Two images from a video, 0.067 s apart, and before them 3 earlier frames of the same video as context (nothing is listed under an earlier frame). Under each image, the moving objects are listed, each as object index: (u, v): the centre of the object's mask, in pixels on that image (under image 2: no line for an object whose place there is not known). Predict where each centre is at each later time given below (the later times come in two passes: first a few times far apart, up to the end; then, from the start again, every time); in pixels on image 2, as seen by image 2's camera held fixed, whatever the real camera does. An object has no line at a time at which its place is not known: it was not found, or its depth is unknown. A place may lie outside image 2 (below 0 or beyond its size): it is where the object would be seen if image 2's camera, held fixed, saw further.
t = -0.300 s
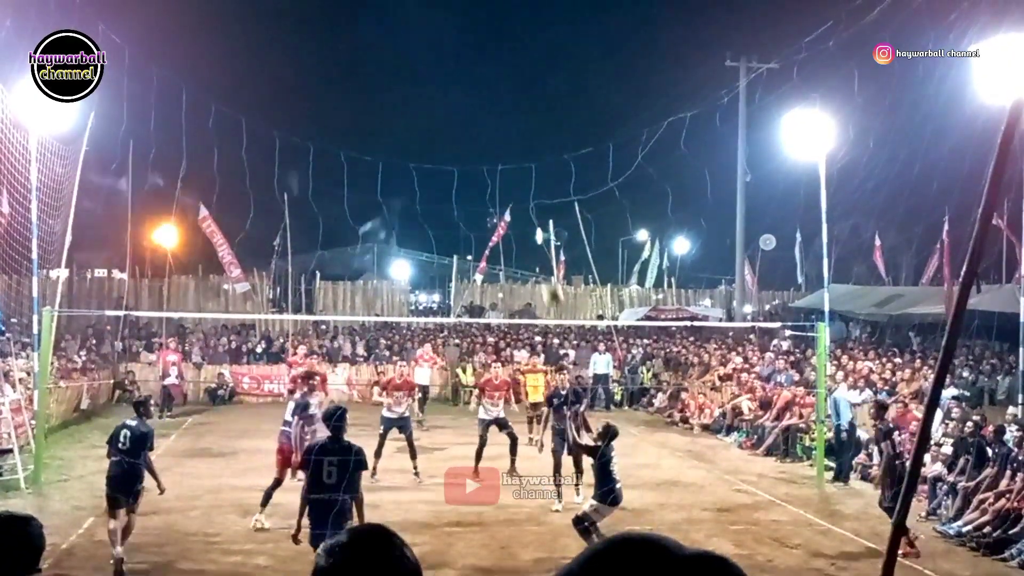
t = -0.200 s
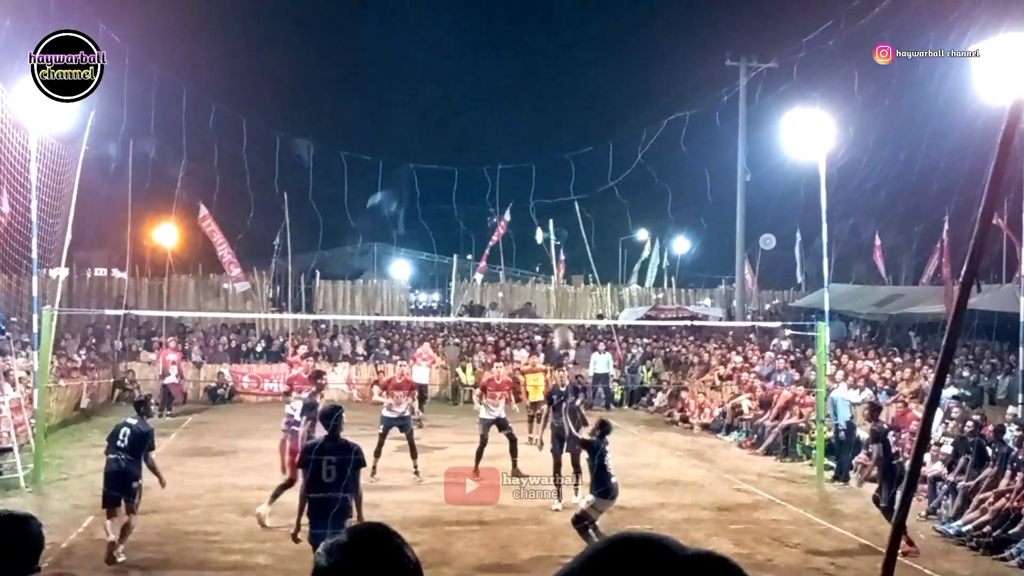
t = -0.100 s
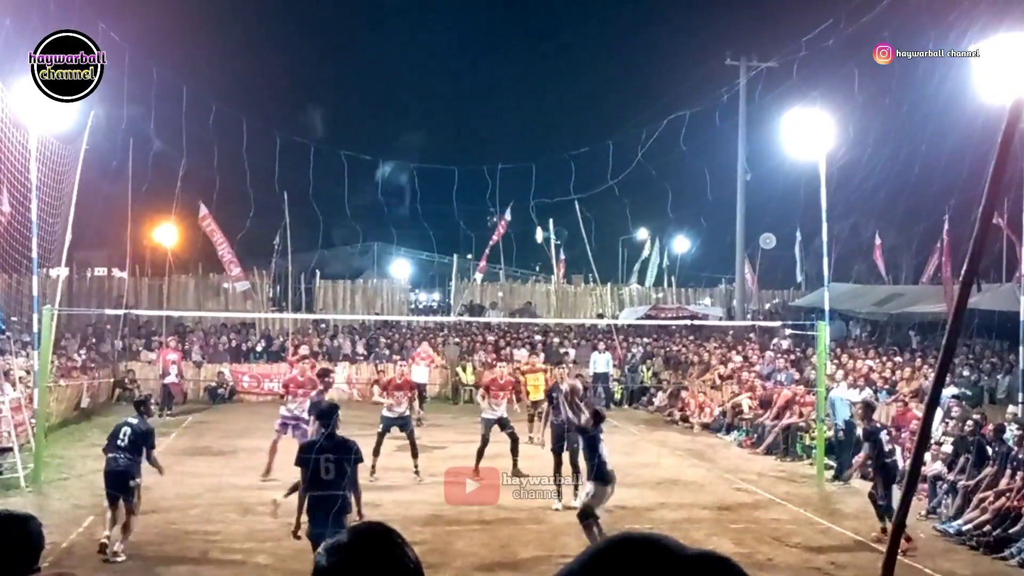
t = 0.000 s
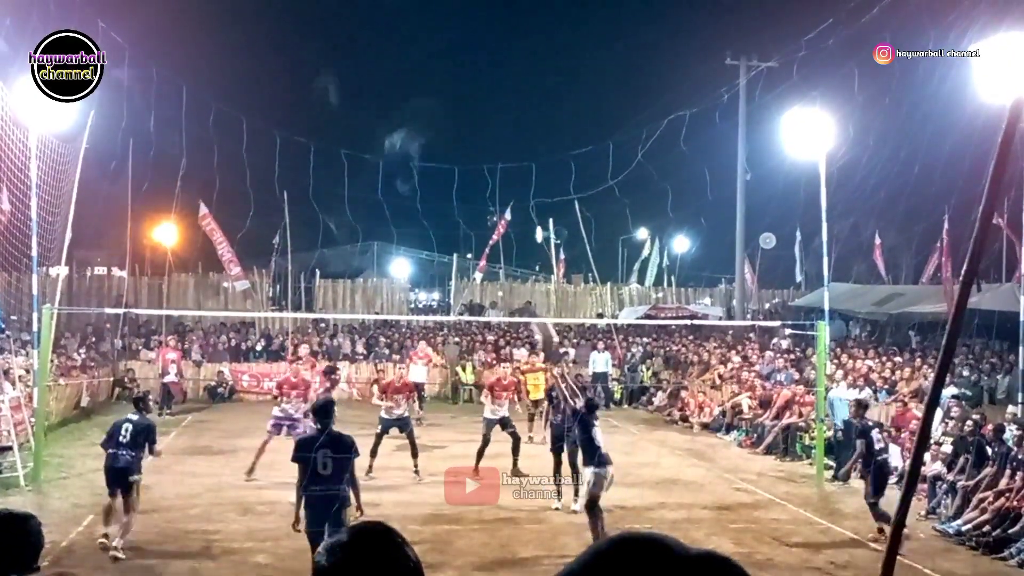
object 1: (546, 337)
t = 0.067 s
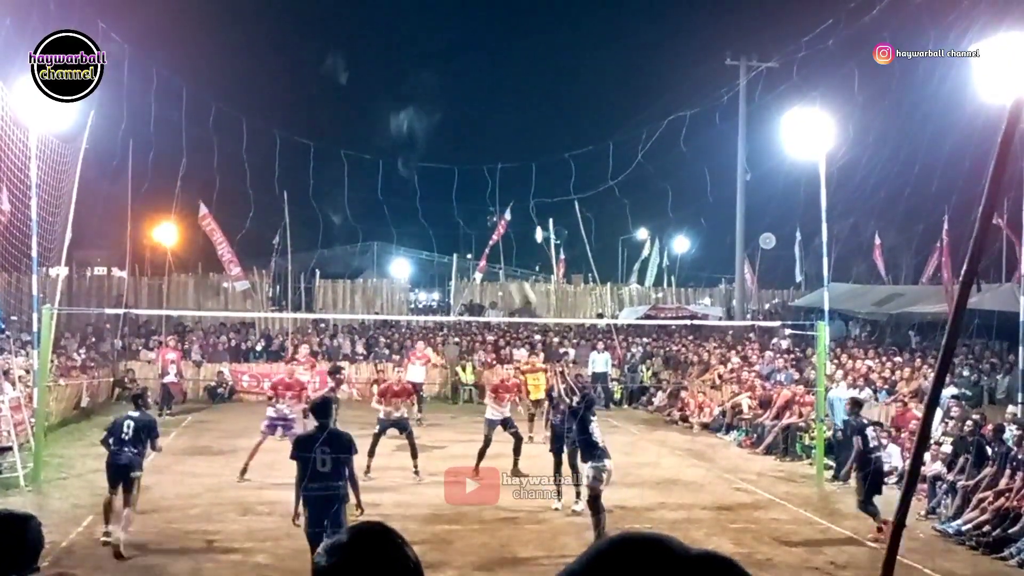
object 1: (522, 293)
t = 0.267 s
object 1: (461, 210)
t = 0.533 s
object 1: (387, 159)
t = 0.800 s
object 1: (321, 168)
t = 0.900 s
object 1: (298, 186)
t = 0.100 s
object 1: (512, 276)
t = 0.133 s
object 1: (502, 260)
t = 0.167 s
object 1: (490, 245)
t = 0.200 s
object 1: (480, 232)
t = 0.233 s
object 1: (471, 220)
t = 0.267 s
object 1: (461, 210)
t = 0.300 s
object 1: (451, 200)
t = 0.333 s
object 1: (442, 191)
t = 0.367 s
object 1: (432, 183)
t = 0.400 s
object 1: (422, 176)
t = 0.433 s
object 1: (413, 171)
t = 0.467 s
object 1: (404, 166)
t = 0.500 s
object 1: (395, 162)
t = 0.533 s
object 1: (387, 159)
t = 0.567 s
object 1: (378, 157)
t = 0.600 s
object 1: (370, 156)
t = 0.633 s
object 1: (361, 156)
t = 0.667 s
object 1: (353, 157)
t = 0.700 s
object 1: (345, 158)
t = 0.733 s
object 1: (337, 161)
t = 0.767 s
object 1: (329, 164)
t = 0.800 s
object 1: (321, 168)
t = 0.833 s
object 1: (313, 173)
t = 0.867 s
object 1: (305, 179)
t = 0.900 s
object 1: (298, 186)
